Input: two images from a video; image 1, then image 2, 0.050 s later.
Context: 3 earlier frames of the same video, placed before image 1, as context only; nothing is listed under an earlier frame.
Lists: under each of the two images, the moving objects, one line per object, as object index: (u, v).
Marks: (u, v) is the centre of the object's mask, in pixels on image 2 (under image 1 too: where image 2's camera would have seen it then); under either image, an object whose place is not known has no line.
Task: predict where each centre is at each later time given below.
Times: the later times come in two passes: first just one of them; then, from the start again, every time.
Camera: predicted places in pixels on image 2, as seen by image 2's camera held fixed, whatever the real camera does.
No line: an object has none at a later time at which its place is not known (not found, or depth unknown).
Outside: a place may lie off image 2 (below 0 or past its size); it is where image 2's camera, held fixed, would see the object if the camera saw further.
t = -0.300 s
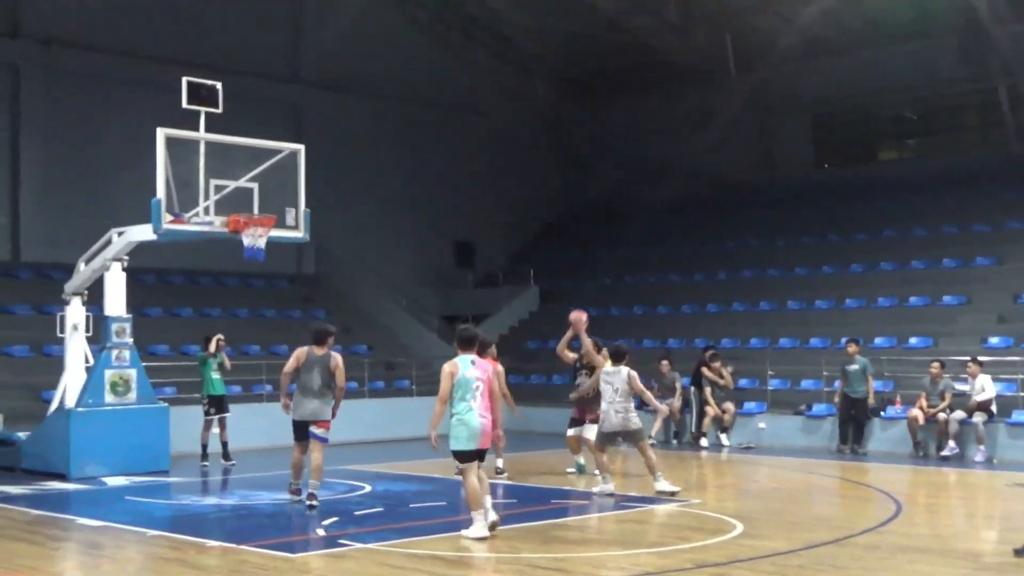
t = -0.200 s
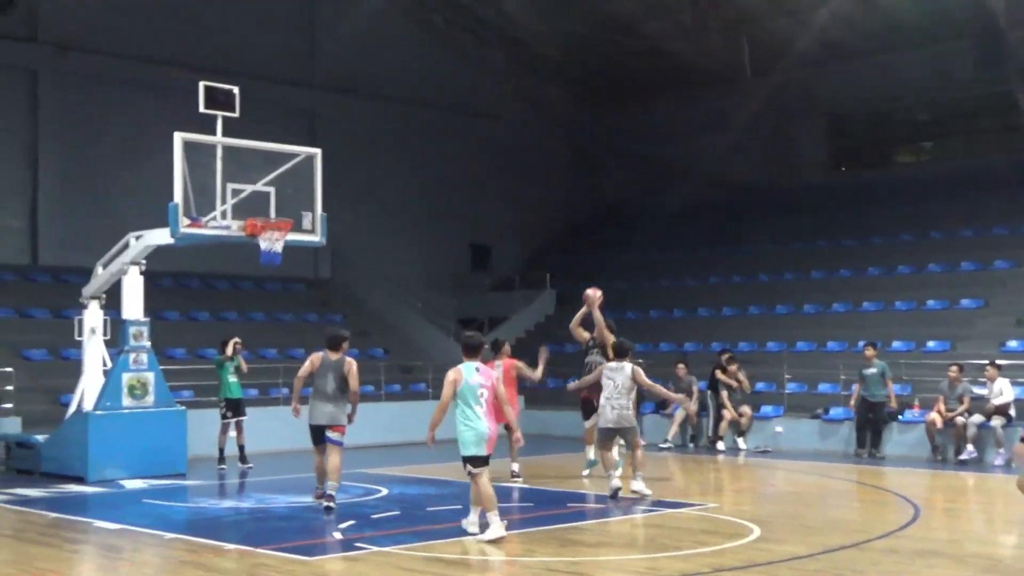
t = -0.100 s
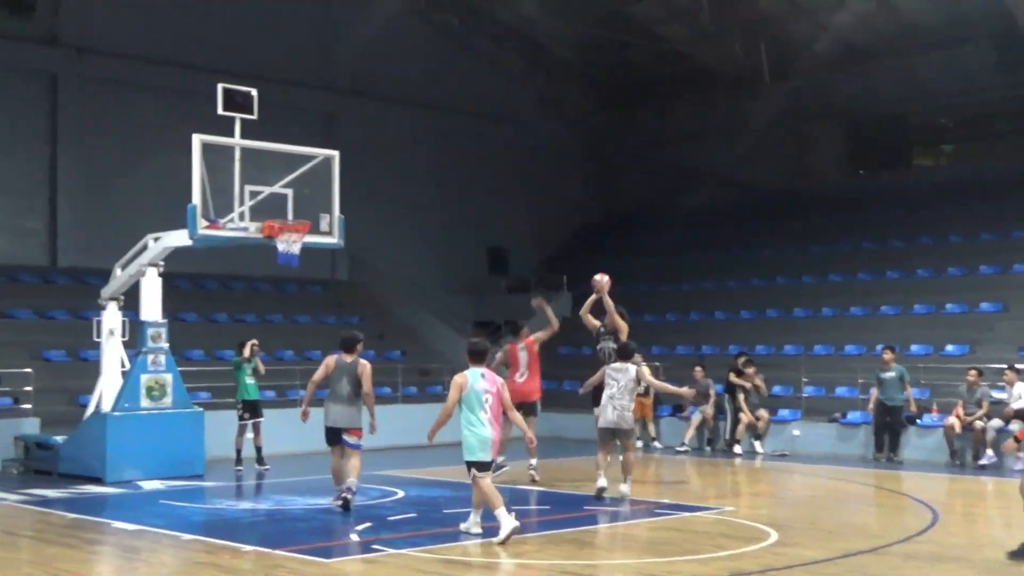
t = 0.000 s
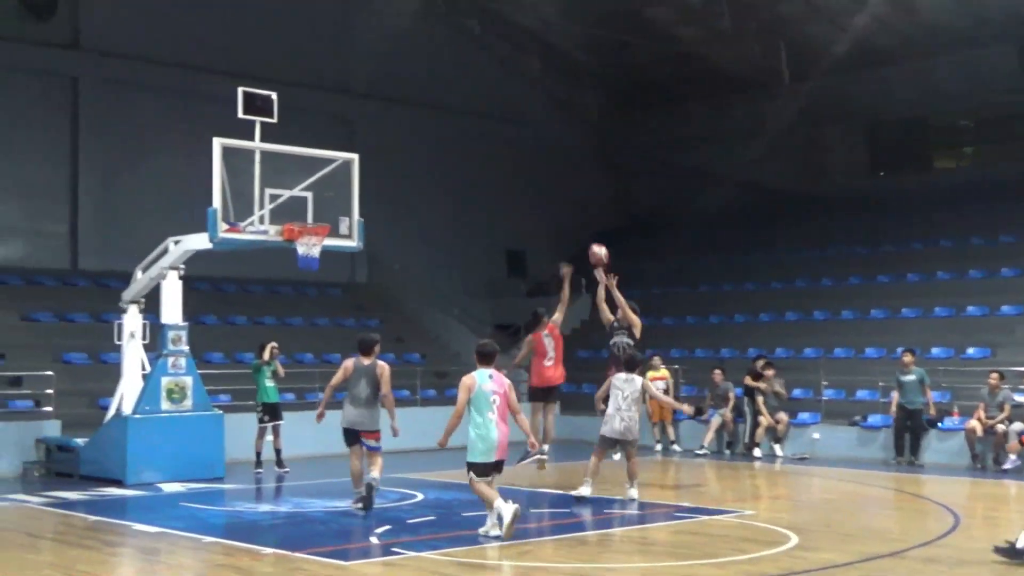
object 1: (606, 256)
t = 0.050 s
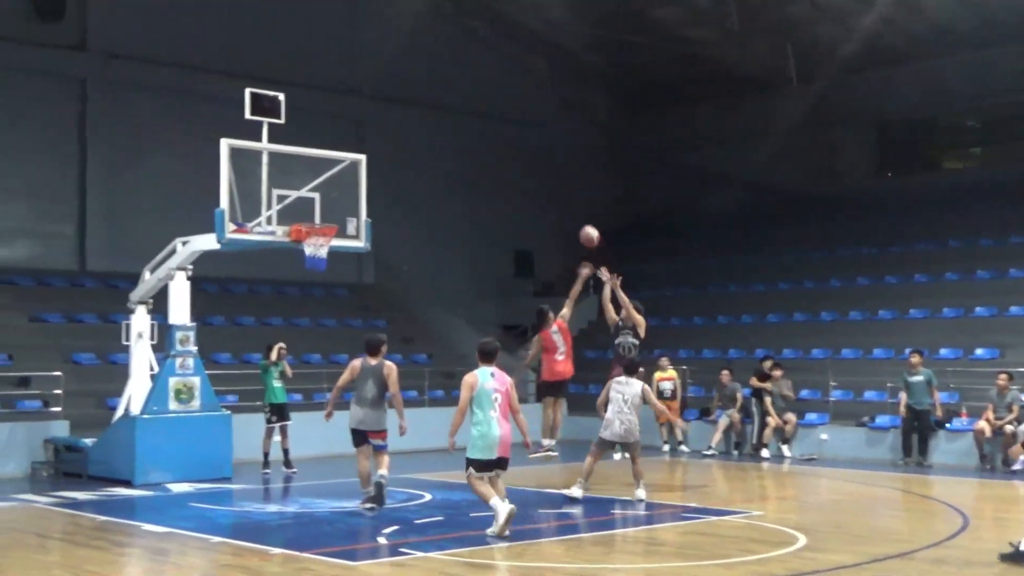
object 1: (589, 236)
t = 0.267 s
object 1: (519, 177)
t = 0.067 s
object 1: (583, 231)
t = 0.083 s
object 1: (578, 225)
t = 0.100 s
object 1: (573, 220)
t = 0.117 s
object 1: (567, 215)
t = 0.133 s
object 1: (562, 210)
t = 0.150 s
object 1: (557, 205)
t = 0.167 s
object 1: (551, 200)
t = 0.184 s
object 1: (545, 196)
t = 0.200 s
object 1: (540, 192)
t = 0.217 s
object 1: (535, 188)
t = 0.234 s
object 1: (530, 184)
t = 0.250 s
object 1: (524, 181)
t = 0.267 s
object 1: (519, 177)
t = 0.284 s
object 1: (513, 175)
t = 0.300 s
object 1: (508, 172)
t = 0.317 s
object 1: (502, 169)
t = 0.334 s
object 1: (497, 167)
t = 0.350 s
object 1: (492, 165)
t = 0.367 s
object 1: (486, 163)
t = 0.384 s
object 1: (480, 161)
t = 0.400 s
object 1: (475, 160)
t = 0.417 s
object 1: (470, 158)
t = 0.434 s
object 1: (464, 158)
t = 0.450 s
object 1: (458, 157)
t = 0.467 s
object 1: (453, 156)
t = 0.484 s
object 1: (447, 156)
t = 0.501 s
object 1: (441, 155)
